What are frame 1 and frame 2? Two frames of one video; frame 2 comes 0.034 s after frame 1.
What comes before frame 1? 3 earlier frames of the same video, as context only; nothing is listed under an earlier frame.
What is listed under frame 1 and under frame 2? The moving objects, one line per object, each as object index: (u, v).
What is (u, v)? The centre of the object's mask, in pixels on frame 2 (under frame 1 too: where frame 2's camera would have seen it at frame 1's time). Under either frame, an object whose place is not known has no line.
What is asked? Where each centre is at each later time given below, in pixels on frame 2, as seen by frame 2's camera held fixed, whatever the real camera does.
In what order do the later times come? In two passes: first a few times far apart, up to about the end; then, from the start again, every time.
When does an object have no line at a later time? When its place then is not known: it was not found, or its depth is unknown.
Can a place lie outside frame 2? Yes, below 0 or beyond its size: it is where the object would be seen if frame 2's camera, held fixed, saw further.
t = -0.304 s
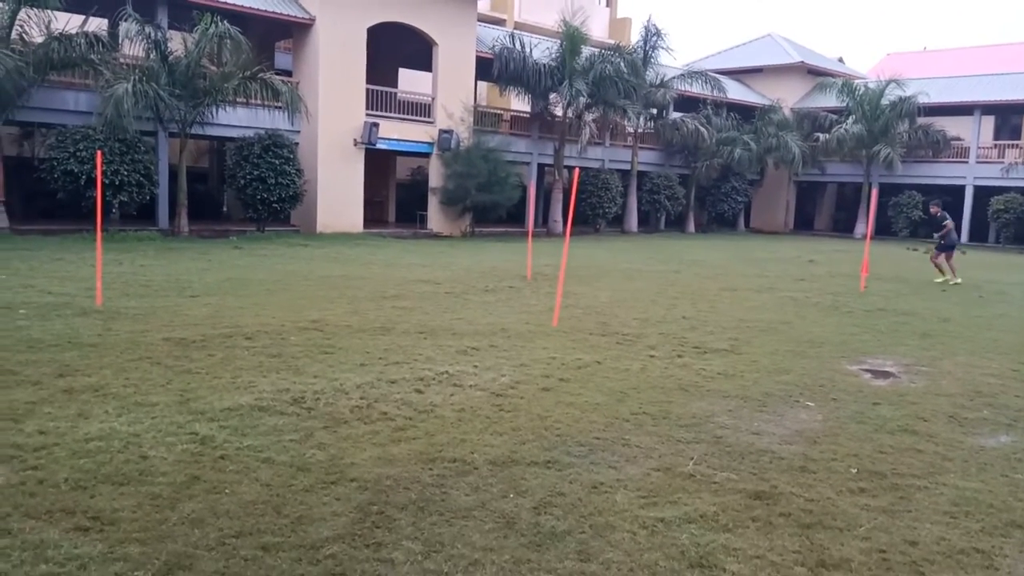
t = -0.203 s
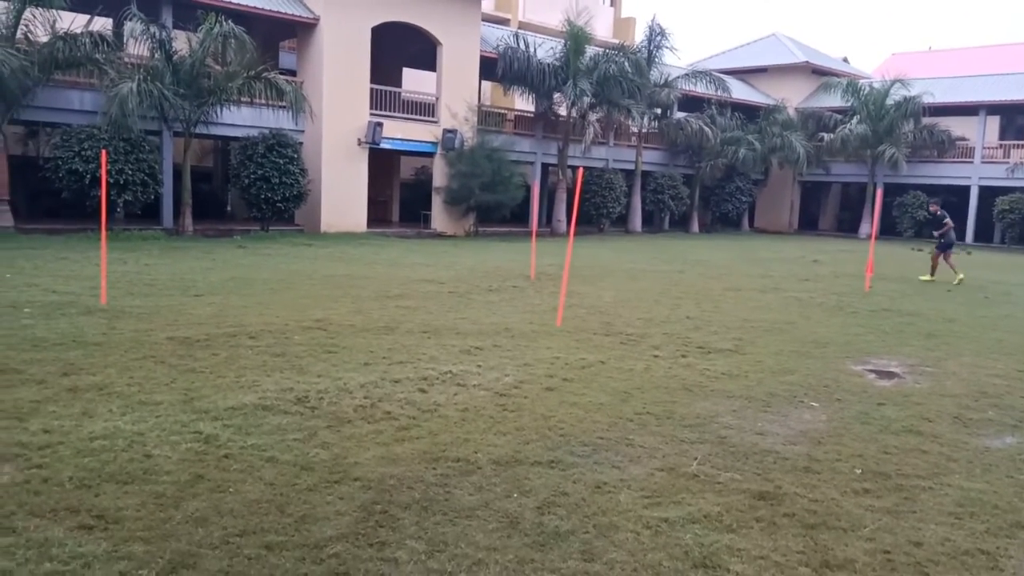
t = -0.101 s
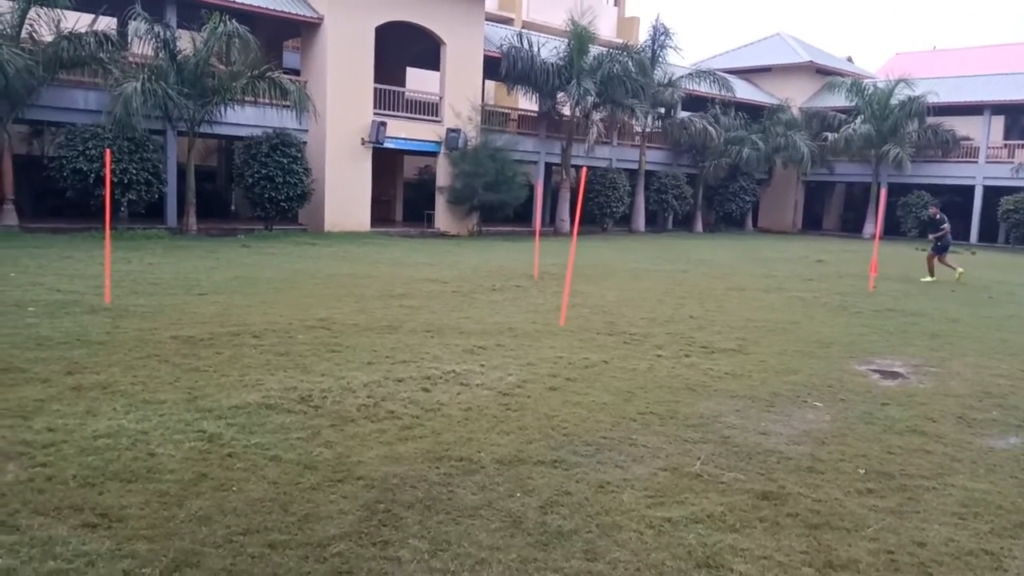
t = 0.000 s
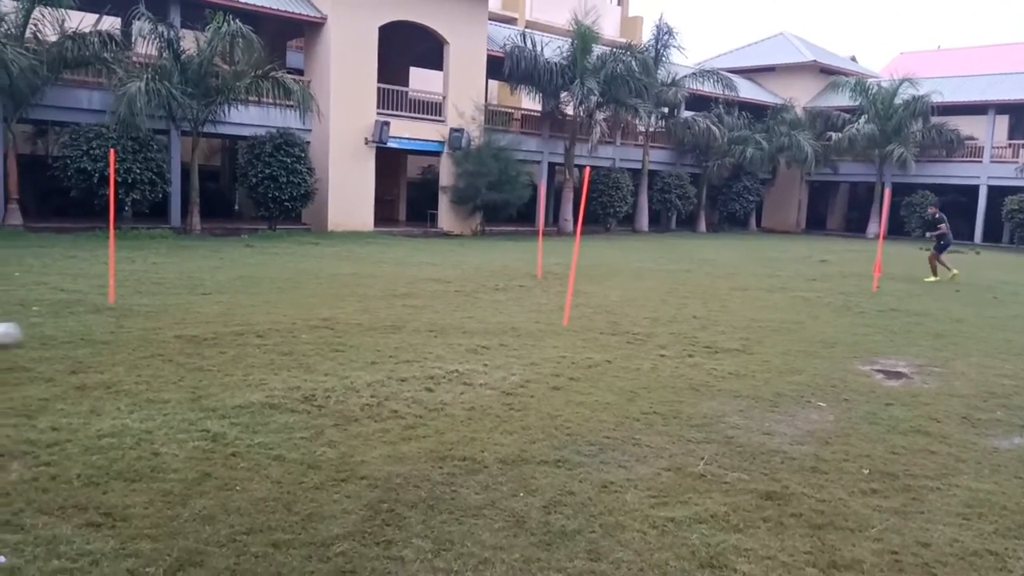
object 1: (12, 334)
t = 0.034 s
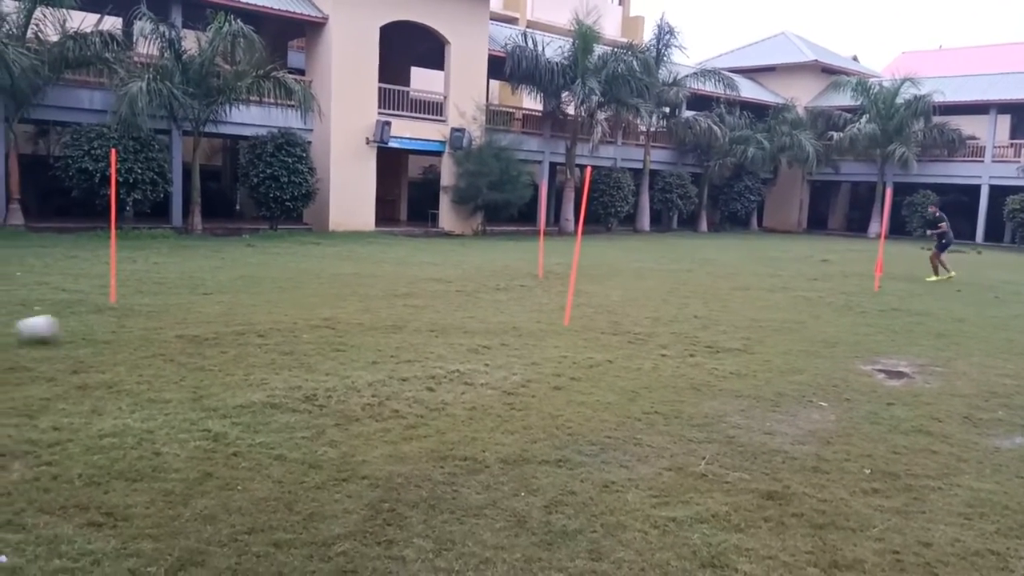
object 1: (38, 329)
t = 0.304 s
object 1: (268, 309)
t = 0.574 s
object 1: (398, 299)
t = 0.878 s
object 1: (502, 294)
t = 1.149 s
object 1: (574, 288)
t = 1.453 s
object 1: (638, 283)
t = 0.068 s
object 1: (73, 321)
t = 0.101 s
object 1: (105, 316)
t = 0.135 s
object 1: (137, 313)
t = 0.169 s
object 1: (167, 312)
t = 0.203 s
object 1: (195, 311)
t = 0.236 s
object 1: (223, 312)
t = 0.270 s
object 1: (248, 313)
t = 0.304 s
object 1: (268, 309)
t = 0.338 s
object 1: (287, 304)
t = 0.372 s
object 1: (305, 301)
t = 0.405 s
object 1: (322, 302)
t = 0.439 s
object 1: (338, 301)
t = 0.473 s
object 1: (355, 304)
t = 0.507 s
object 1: (370, 303)
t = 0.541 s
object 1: (384, 301)
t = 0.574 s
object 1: (398, 299)
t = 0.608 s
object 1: (411, 298)
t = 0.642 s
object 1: (424, 298)
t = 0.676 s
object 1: (436, 299)
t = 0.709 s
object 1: (449, 299)
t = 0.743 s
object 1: (461, 298)
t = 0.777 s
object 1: (471, 296)
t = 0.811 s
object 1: (482, 295)
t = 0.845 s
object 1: (492, 294)
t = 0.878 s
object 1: (502, 294)
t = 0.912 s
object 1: (512, 294)
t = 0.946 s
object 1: (521, 293)
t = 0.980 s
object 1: (531, 292)
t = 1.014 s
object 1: (541, 291)
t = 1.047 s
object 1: (550, 291)
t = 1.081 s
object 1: (558, 289)
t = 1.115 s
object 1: (565, 289)
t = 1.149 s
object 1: (574, 288)
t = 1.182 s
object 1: (582, 289)
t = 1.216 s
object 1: (590, 287)
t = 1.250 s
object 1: (597, 286)
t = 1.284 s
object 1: (605, 285)
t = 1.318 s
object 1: (611, 286)
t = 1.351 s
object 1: (619, 285)
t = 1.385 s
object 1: (626, 284)
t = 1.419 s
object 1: (632, 283)
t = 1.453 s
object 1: (638, 283)
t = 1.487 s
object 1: (645, 282)
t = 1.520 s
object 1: (651, 281)
